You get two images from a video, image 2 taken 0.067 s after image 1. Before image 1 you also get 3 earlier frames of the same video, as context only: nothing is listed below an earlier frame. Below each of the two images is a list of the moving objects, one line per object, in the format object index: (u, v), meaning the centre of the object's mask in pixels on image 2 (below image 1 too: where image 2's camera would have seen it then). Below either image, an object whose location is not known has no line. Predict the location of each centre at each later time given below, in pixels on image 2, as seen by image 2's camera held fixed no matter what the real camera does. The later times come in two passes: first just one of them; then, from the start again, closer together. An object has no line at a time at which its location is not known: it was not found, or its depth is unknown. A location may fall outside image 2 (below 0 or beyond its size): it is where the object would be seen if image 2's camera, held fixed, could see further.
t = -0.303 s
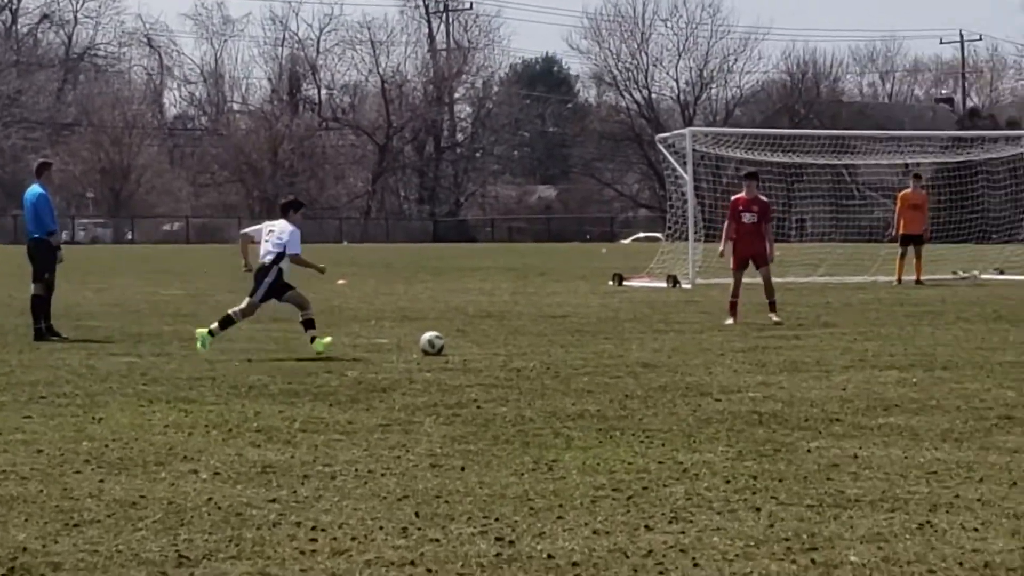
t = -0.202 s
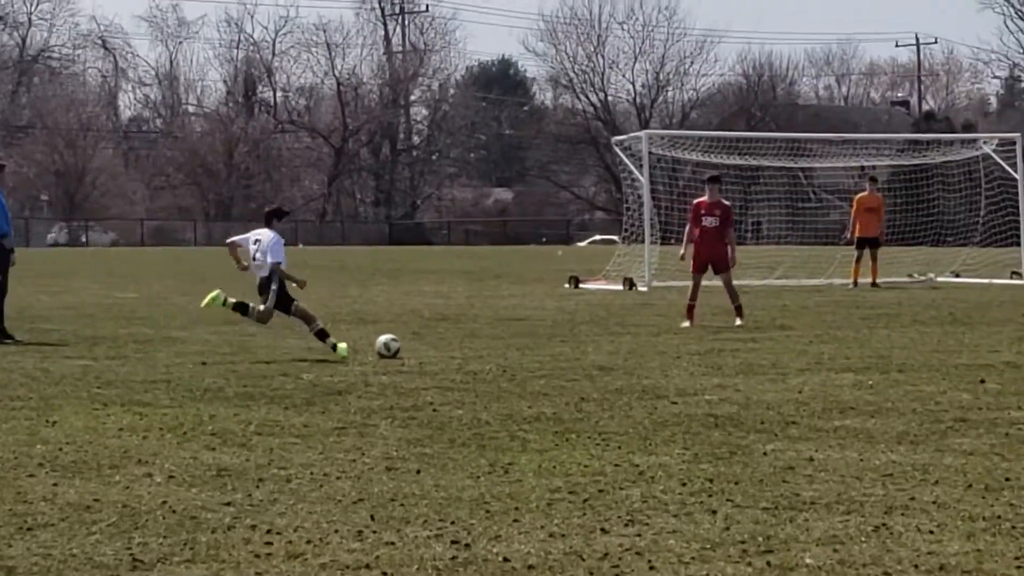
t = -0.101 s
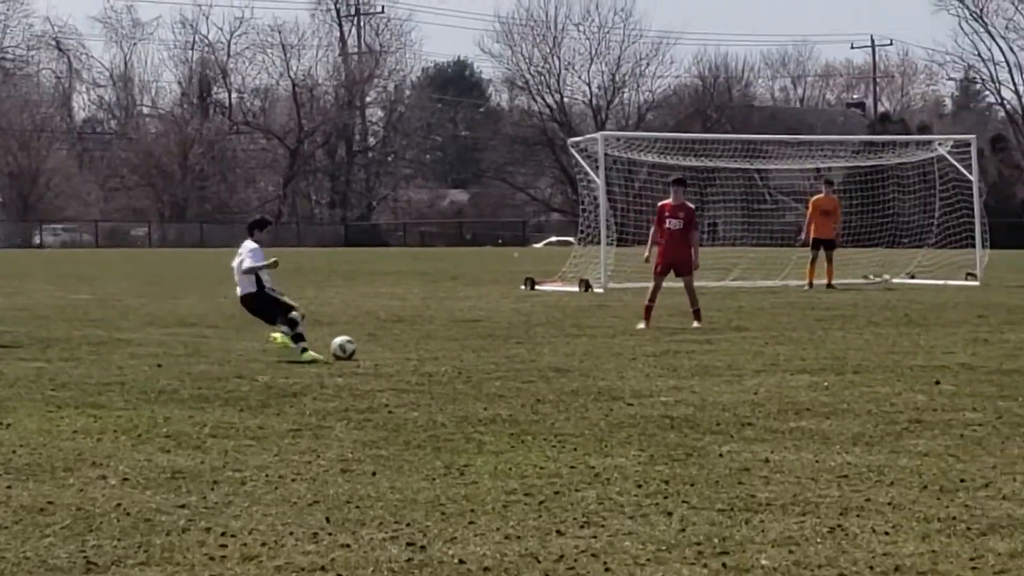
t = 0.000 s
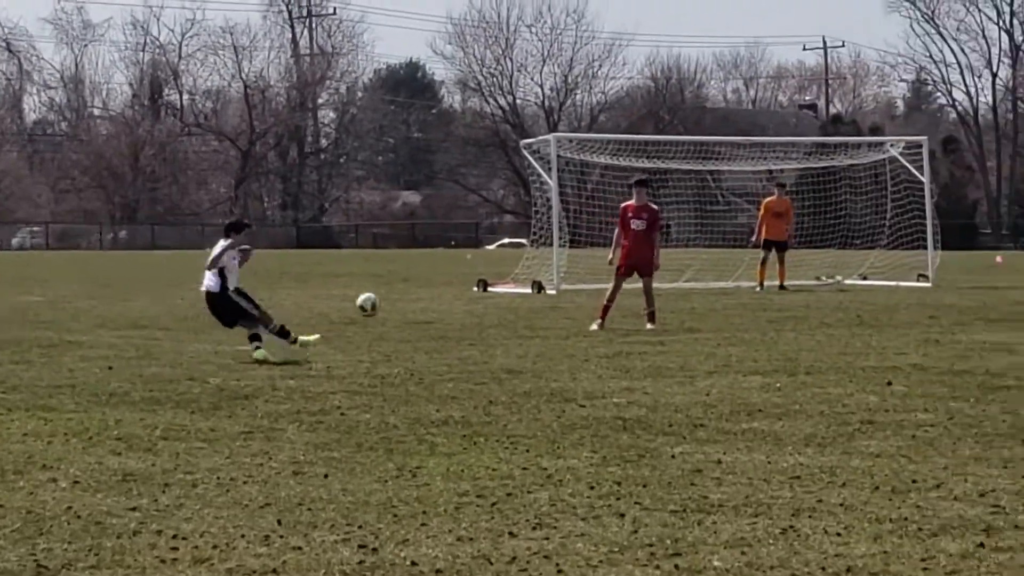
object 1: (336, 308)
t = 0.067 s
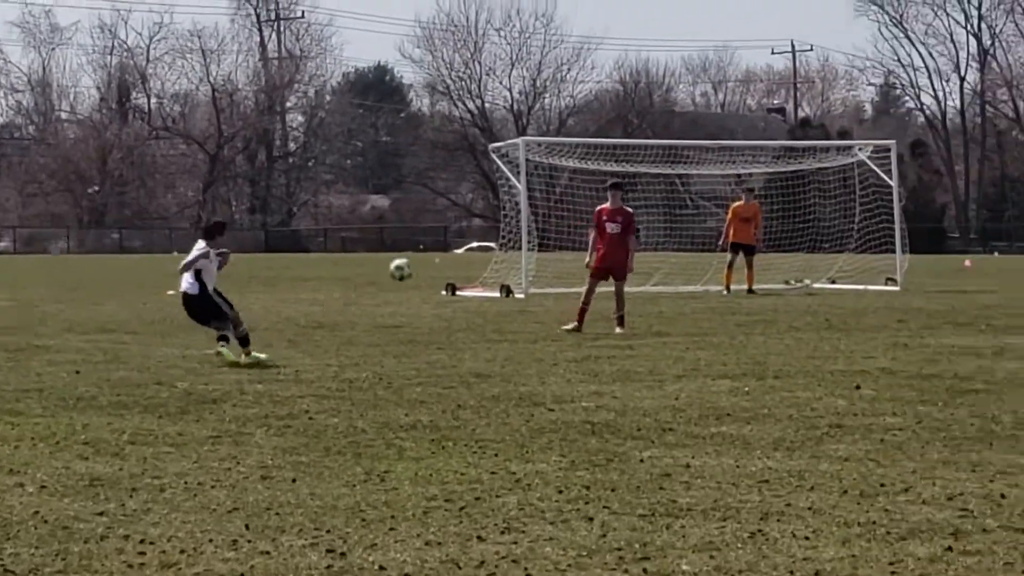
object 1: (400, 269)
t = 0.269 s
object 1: (548, 196)
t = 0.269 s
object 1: (548, 196)
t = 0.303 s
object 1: (567, 188)
